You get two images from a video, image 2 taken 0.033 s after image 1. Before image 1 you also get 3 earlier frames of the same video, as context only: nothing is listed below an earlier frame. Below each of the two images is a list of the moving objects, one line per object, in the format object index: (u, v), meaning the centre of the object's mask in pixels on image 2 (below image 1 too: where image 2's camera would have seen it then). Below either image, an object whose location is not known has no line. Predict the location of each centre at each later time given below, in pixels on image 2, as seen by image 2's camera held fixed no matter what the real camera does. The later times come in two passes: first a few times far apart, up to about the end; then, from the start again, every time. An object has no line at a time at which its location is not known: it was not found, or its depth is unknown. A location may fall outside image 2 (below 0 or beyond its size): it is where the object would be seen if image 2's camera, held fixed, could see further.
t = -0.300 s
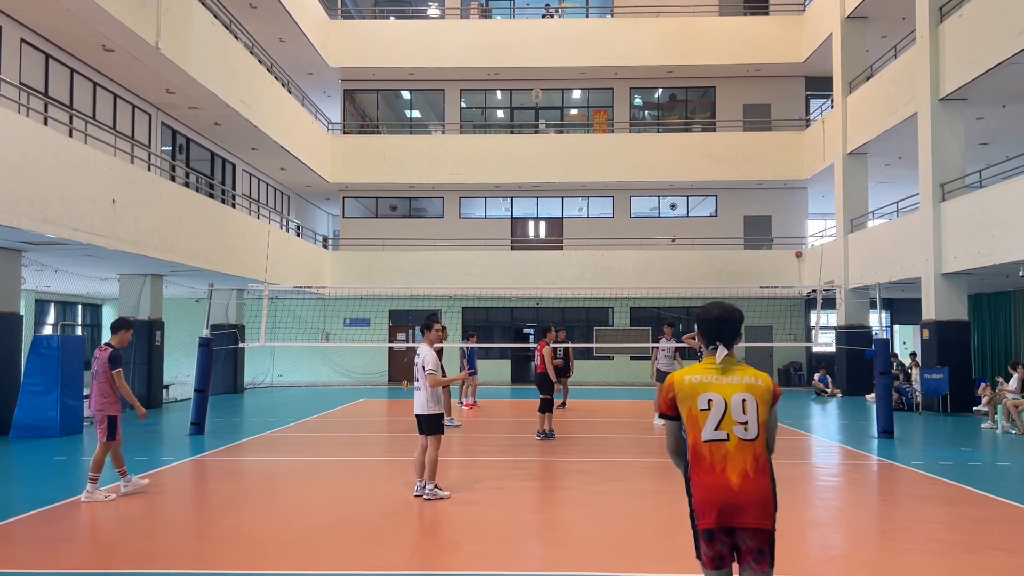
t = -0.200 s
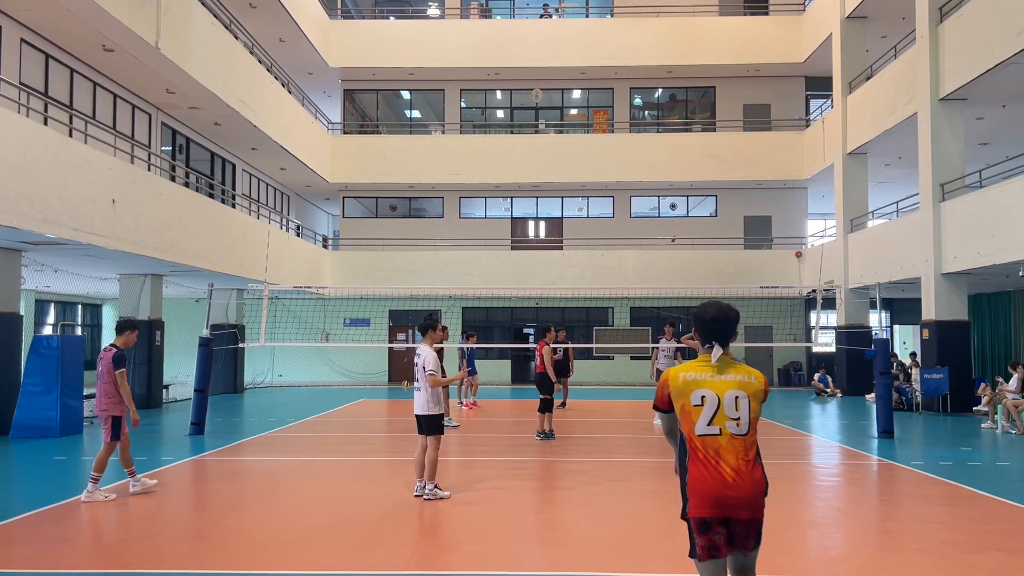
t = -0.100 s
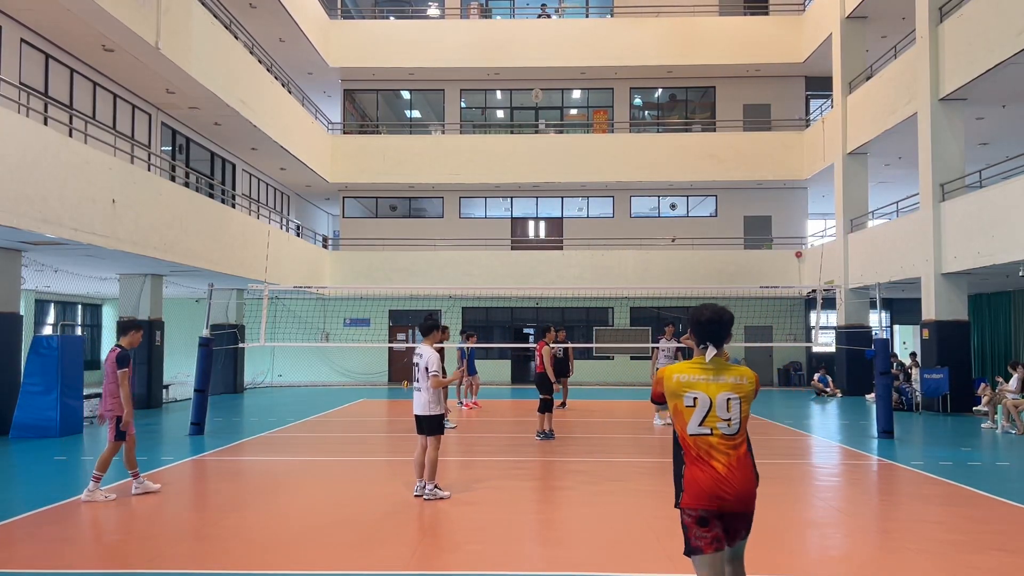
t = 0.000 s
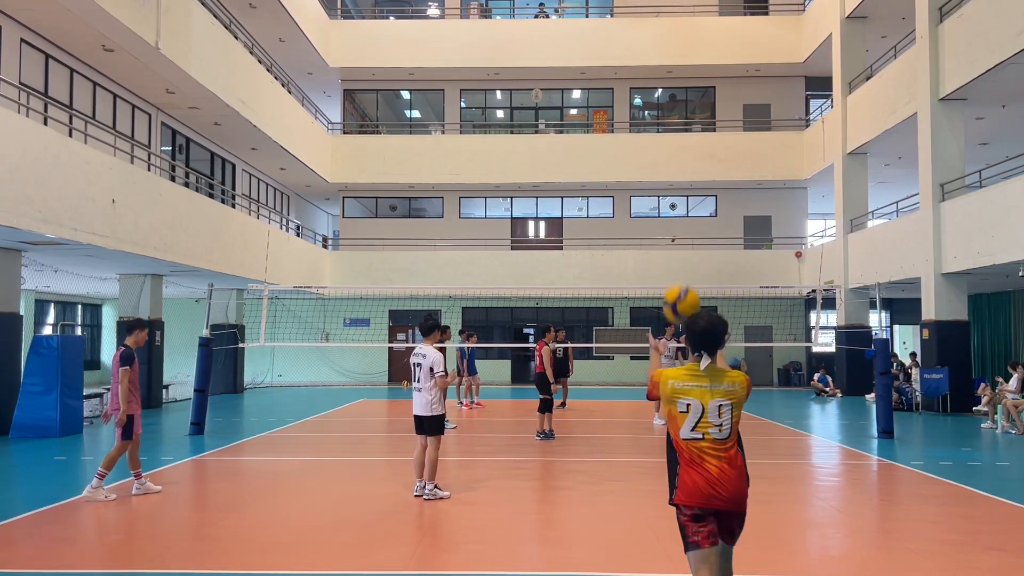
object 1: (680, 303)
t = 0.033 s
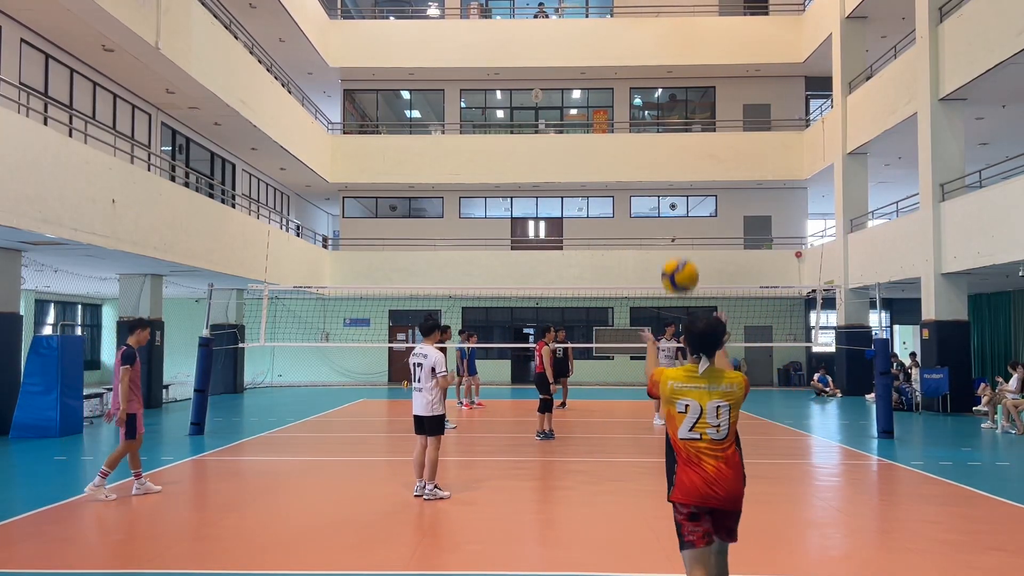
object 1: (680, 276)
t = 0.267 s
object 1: (672, 154)
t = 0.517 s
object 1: (665, 134)
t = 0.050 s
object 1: (679, 264)
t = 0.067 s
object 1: (678, 251)
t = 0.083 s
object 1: (677, 240)
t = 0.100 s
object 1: (677, 230)
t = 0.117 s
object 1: (677, 220)
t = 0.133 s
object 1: (676, 210)
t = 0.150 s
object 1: (675, 201)
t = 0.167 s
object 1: (675, 193)
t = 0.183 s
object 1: (675, 185)
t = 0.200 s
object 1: (674, 179)
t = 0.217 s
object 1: (674, 171)
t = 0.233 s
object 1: (673, 166)
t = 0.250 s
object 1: (672, 160)
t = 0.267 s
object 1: (672, 154)
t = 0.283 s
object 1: (672, 150)
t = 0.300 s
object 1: (671, 146)
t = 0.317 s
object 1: (670, 142)
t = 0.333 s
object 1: (670, 139)
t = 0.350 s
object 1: (669, 136)
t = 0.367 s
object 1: (669, 134)
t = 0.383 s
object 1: (668, 132)
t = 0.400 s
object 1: (668, 131)
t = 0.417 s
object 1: (667, 130)
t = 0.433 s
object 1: (667, 130)
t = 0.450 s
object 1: (667, 130)
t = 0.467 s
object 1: (666, 130)
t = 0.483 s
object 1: (666, 131)
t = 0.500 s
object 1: (665, 132)
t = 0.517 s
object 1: (665, 134)
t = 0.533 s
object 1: (665, 136)
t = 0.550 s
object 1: (664, 138)
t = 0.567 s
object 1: (664, 141)
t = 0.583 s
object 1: (663, 144)
